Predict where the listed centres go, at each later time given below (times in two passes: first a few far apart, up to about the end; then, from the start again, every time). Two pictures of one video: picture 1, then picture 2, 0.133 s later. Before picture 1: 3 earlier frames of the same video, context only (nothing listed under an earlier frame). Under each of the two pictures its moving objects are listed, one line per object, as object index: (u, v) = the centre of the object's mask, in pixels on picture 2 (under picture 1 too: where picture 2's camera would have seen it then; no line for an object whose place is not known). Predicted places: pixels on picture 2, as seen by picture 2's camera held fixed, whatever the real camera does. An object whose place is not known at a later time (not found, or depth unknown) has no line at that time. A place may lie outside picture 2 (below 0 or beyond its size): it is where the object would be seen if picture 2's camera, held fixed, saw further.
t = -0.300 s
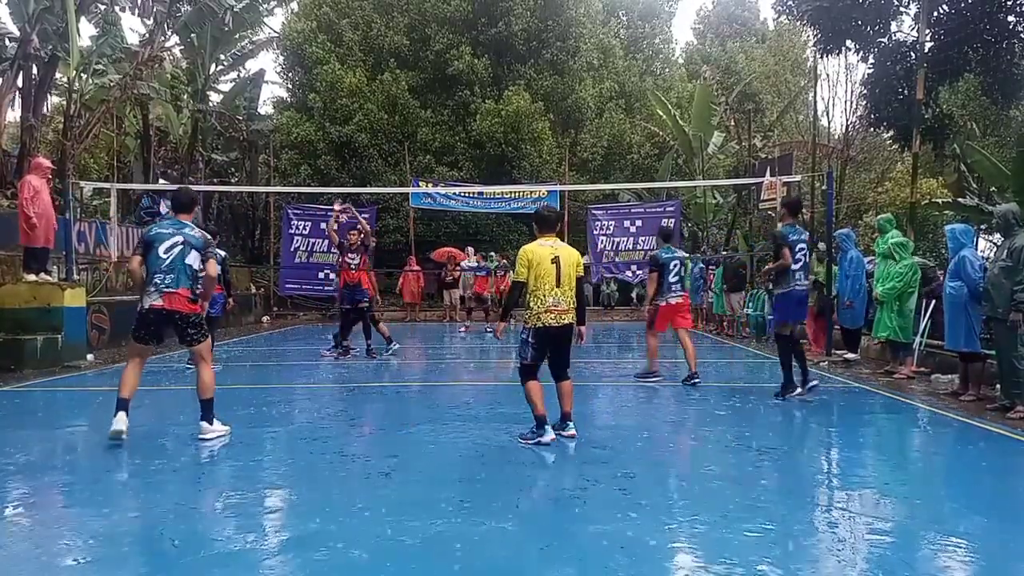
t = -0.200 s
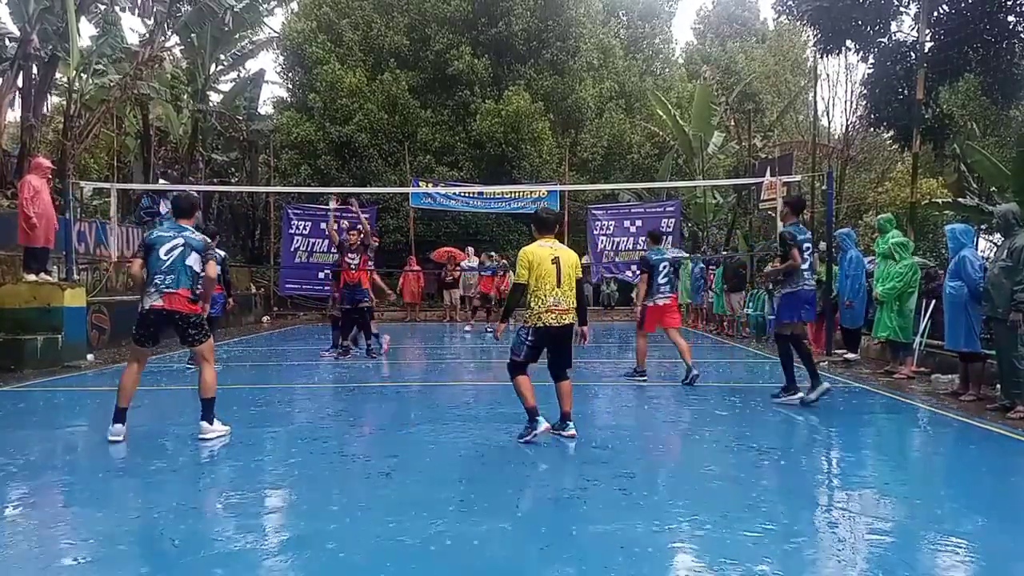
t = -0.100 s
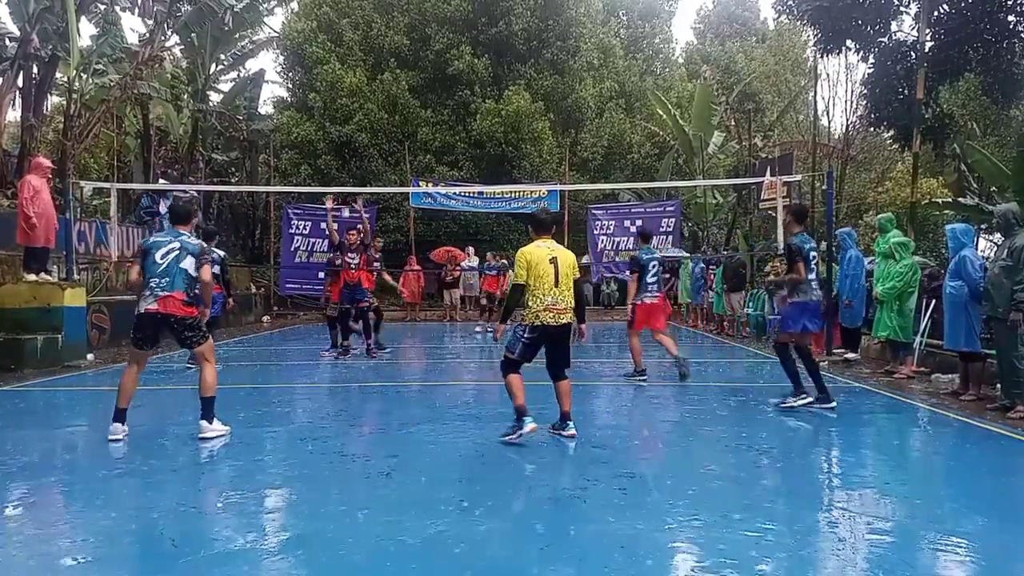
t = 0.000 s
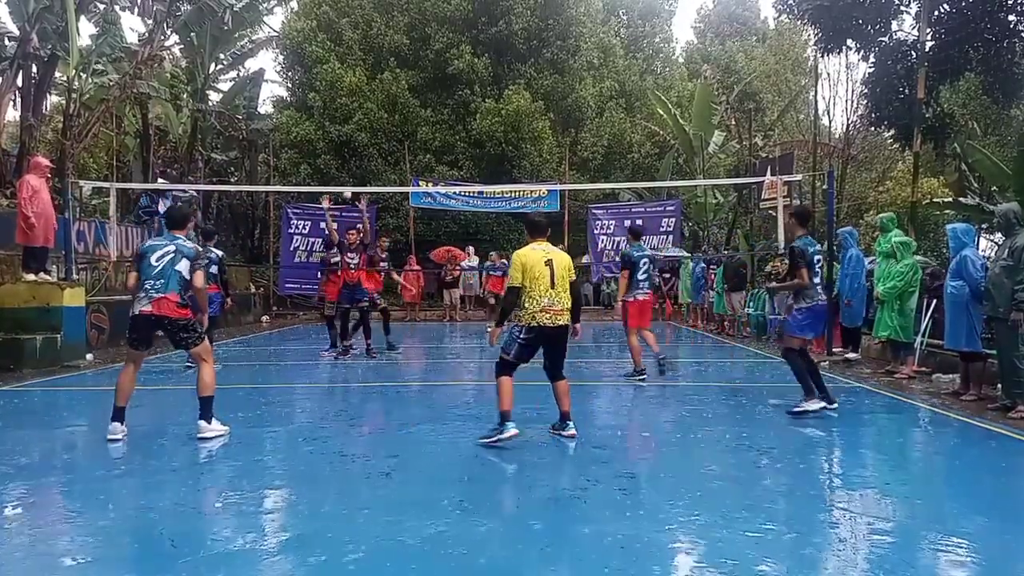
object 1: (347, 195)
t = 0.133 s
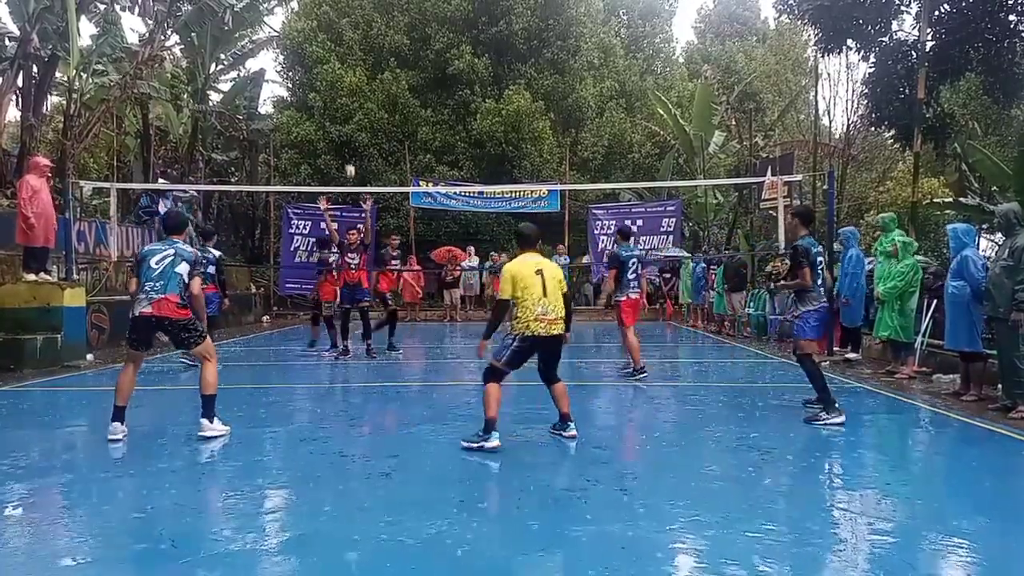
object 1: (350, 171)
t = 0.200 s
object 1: (351, 160)
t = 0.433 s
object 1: (357, 132)
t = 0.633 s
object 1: (366, 127)
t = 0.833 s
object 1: (382, 161)
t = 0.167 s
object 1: (350, 165)
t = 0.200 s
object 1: (351, 160)
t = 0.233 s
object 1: (352, 155)
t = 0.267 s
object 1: (353, 149)
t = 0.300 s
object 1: (353, 146)
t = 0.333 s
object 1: (354, 142)
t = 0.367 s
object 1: (355, 138)
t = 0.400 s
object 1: (355, 134)
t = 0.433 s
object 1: (357, 132)
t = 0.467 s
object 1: (358, 128)
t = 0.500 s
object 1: (359, 127)
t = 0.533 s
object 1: (360, 125)
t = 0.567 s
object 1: (363, 124)
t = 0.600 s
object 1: (364, 124)
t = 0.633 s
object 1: (366, 127)
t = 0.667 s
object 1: (367, 128)
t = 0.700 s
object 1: (371, 132)
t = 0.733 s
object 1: (374, 138)
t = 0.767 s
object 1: (376, 143)
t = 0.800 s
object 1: (379, 151)
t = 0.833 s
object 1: (382, 161)
